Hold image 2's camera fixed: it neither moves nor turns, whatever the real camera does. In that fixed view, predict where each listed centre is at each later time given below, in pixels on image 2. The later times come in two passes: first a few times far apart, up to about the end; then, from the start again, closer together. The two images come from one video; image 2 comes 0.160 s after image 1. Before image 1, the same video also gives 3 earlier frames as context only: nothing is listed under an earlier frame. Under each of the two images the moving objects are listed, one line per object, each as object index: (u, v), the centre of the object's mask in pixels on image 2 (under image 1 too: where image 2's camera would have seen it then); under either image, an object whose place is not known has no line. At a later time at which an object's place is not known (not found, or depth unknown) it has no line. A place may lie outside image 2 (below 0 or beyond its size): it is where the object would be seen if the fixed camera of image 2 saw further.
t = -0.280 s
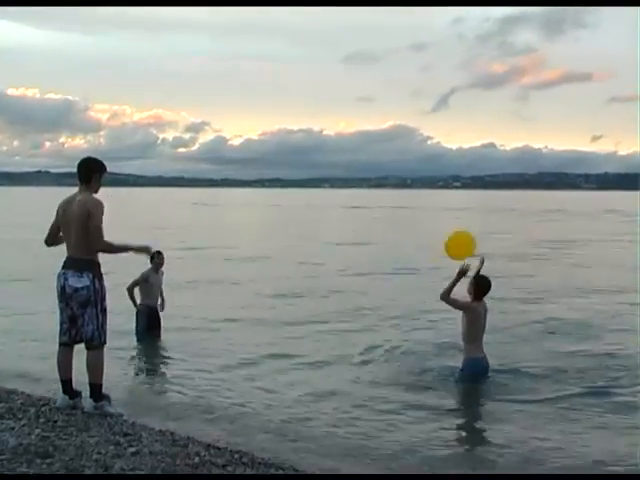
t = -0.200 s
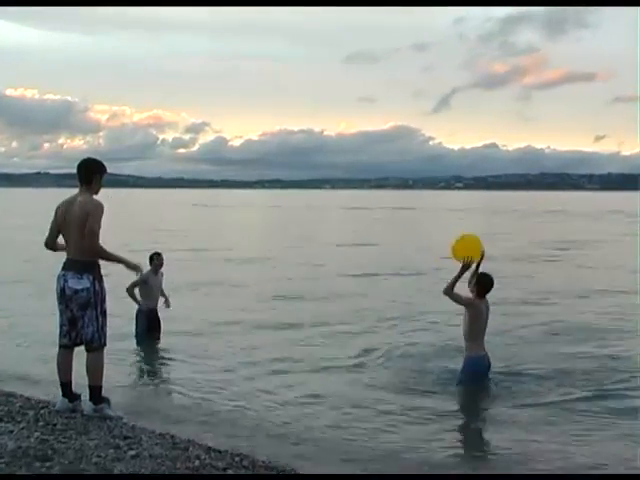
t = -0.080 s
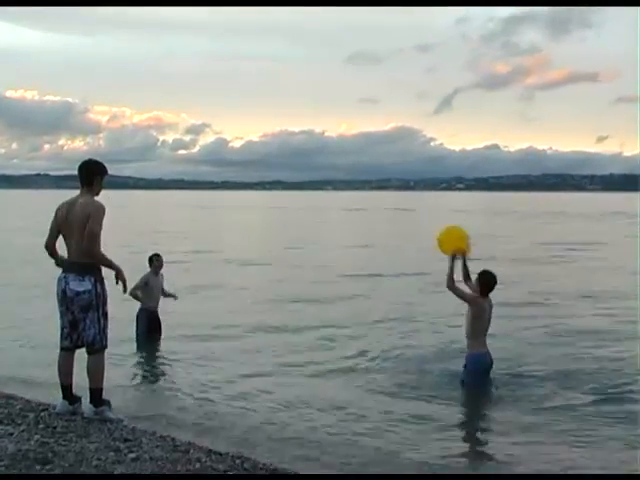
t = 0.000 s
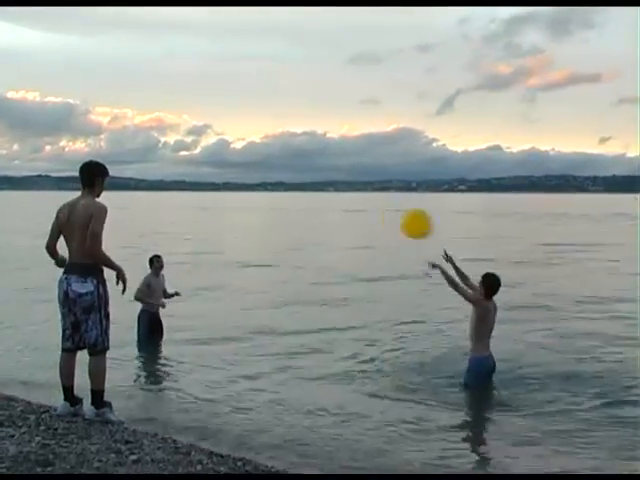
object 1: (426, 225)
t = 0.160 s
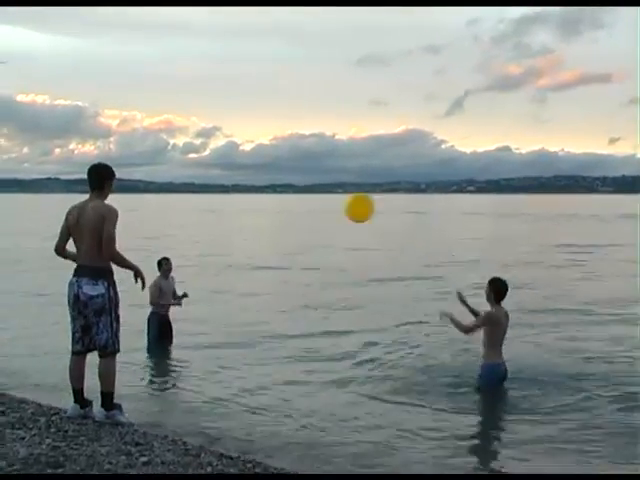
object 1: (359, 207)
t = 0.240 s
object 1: (332, 208)
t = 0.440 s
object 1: (276, 227)
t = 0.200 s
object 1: (346, 207)
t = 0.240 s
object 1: (332, 208)
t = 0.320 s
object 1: (309, 214)
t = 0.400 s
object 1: (287, 222)
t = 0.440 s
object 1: (276, 227)
